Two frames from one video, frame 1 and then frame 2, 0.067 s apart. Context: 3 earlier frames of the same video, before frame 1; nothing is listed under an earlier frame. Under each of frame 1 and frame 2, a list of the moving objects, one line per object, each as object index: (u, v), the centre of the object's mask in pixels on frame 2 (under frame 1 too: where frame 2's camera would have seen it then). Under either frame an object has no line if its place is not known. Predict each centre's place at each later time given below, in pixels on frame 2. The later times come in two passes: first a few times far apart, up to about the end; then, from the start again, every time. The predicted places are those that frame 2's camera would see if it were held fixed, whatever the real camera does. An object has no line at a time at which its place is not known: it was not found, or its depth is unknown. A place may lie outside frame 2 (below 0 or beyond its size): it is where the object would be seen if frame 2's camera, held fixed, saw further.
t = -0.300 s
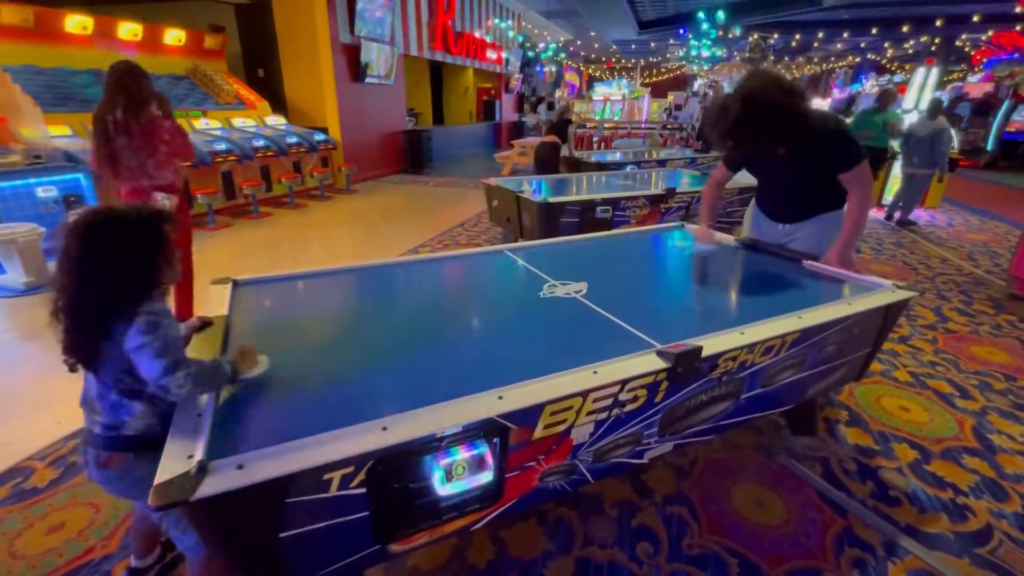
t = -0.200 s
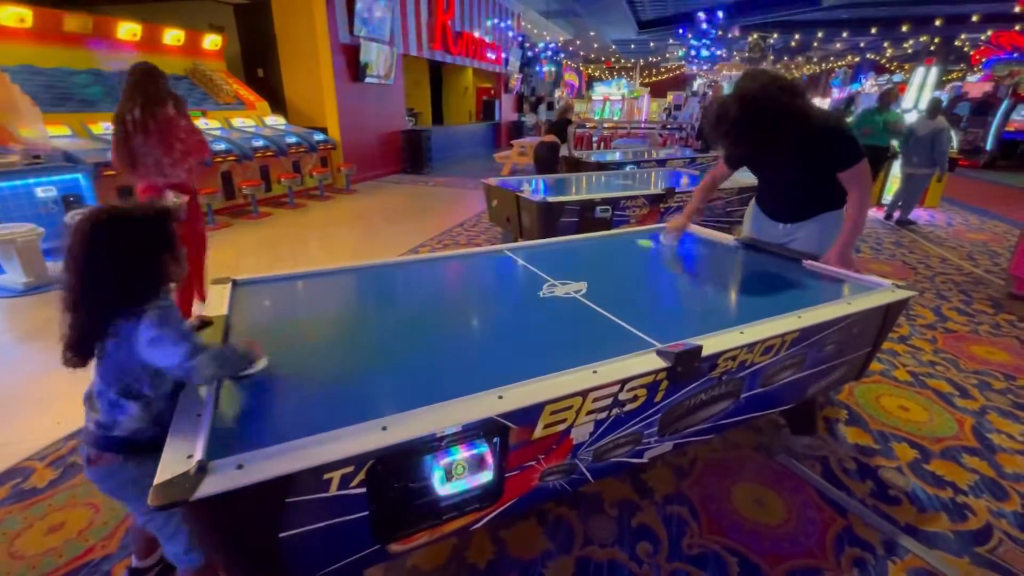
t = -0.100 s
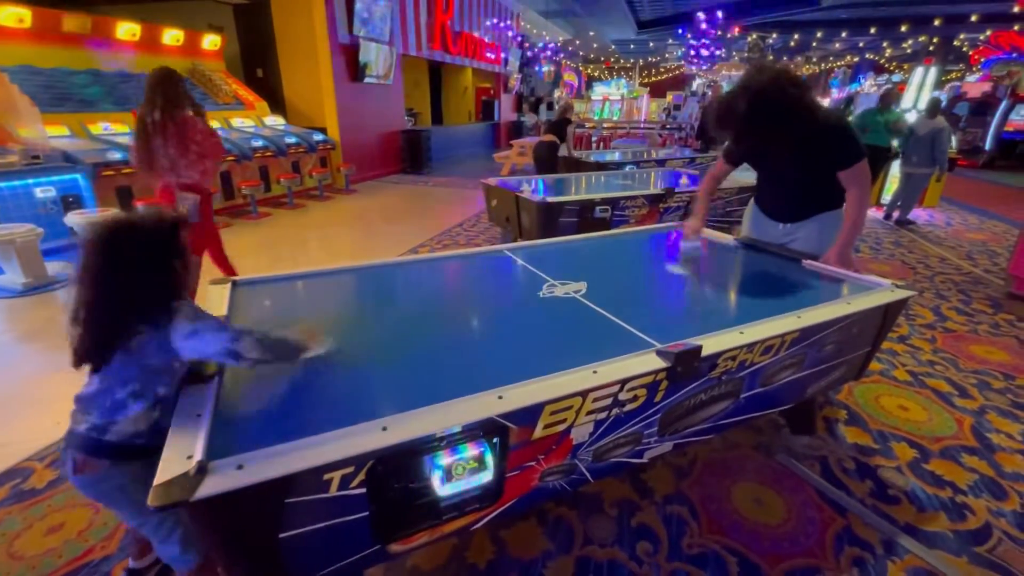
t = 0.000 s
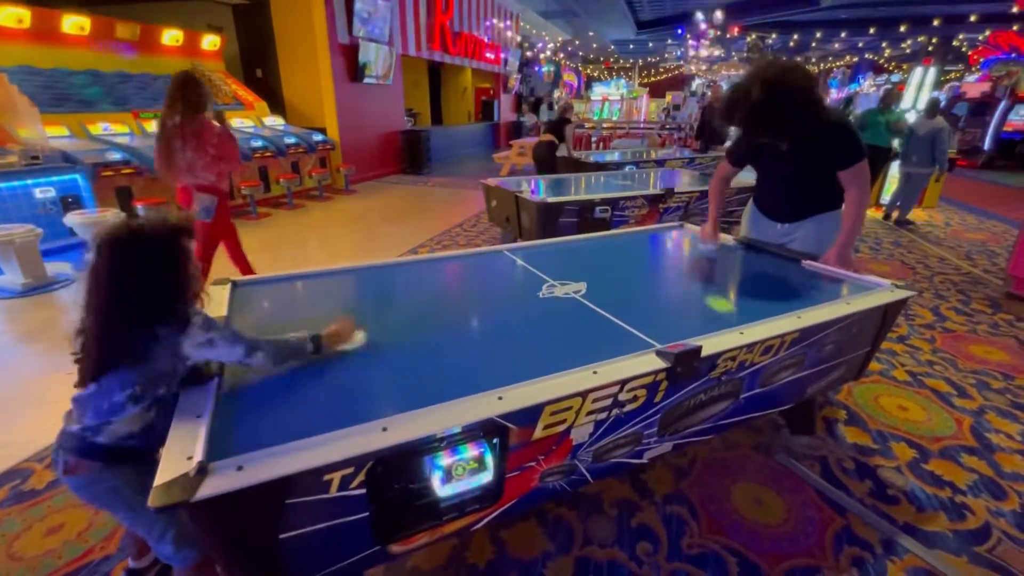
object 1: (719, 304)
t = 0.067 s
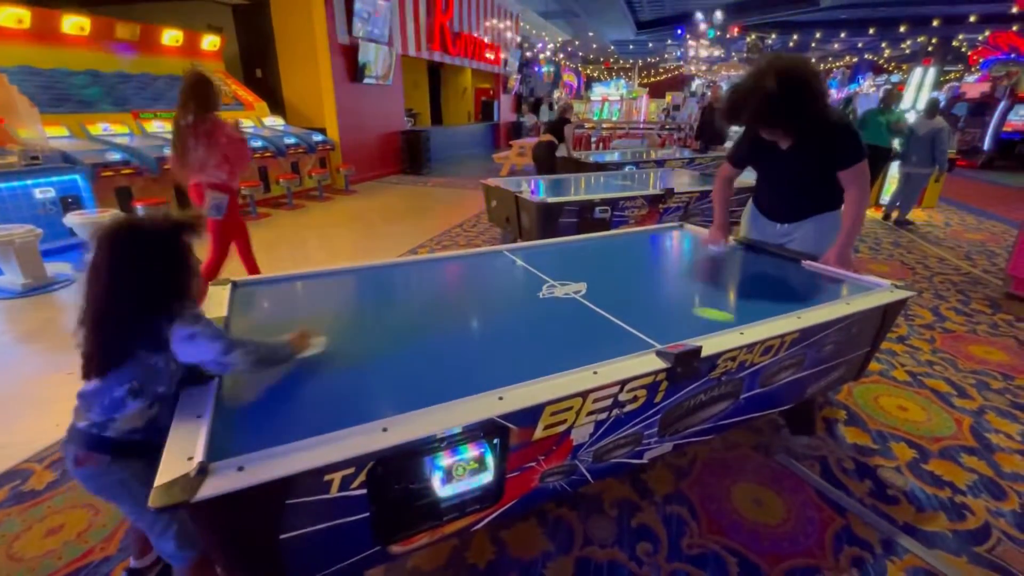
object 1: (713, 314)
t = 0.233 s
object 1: (581, 279)
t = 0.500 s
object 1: (508, 273)
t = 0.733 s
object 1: (538, 327)
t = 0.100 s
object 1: (682, 306)
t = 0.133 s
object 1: (654, 299)
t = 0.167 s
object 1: (627, 291)
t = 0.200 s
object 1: (603, 285)
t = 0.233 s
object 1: (581, 279)
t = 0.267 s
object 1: (561, 273)
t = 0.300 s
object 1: (541, 267)
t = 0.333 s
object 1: (524, 262)
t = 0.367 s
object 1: (507, 257)
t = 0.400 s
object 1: (498, 257)
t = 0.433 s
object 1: (501, 262)
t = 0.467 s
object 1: (504, 267)
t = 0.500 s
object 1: (508, 273)
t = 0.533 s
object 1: (511, 280)
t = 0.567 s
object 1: (514, 286)
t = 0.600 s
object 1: (519, 293)
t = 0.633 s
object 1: (523, 300)
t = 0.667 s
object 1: (528, 309)
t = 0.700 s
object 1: (532, 317)
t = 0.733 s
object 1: (538, 327)
